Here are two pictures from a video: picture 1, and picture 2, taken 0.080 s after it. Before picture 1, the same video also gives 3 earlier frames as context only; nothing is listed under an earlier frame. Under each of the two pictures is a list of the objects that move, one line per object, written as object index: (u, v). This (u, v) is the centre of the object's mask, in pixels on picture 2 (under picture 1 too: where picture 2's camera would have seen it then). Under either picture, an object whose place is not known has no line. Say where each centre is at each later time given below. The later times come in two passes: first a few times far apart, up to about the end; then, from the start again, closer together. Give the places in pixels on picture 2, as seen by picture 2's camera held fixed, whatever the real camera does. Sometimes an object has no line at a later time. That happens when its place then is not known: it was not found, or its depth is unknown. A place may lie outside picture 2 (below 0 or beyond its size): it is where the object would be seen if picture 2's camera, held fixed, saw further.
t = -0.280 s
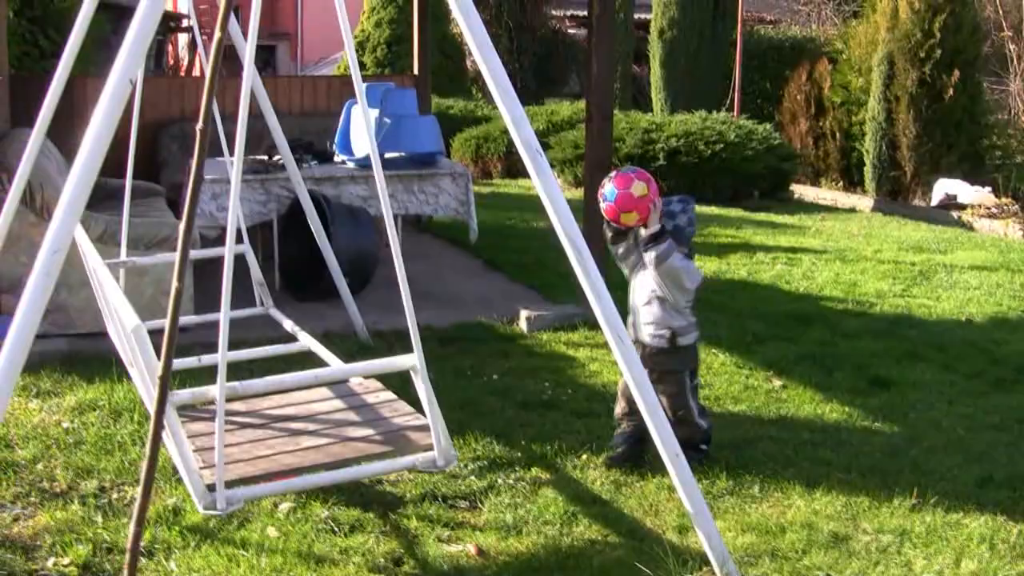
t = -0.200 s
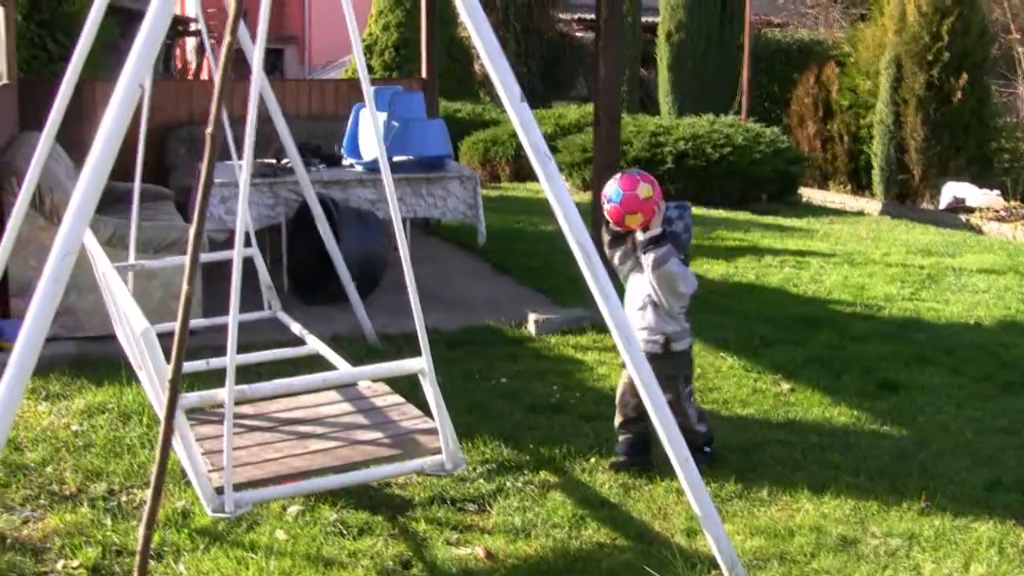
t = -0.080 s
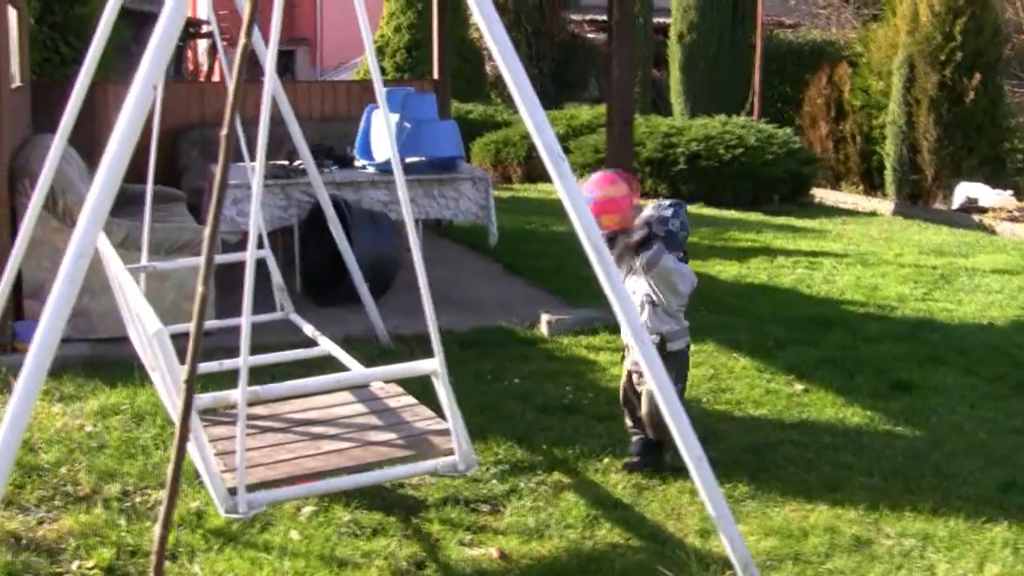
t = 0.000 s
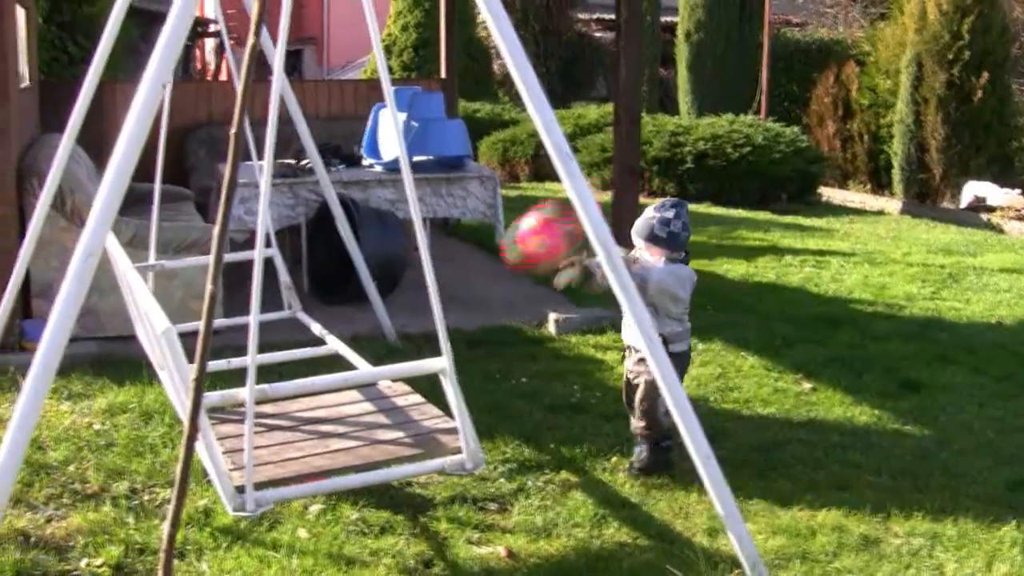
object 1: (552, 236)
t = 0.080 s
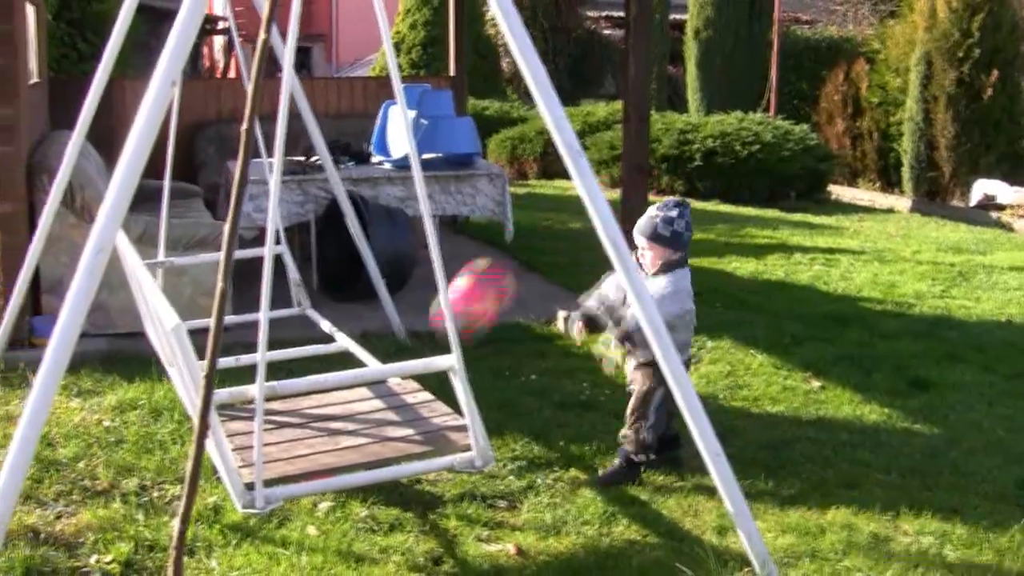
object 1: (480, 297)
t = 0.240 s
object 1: (438, 294)
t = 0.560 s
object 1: (503, 289)
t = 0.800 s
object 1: (534, 401)
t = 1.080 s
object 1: (548, 399)
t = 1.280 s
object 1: (560, 397)
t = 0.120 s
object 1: (433, 333)
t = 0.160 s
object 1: (419, 336)
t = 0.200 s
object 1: (422, 319)
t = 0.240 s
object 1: (438, 294)
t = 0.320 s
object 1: (464, 259)
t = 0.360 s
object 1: (468, 252)
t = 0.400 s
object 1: (473, 250)
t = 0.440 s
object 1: (480, 252)
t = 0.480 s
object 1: (487, 259)
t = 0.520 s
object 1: (494, 272)
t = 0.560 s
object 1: (503, 289)
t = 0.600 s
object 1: (510, 311)
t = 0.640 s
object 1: (517, 337)
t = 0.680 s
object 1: (522, 366)
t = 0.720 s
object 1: (527, 399)
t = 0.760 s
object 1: (532, 415)
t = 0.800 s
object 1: (534, 401)
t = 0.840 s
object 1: (537, 387)
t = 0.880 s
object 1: (539, 378)
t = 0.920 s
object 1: (541, 375)
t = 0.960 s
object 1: (542, 375)
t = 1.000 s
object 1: (544, 379)
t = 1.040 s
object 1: (546, 387)
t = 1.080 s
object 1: (548, 399)
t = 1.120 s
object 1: (551, 401)
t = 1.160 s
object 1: (553, 397)
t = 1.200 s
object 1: (556, 393)
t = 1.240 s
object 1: (558, 394)
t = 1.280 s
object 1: (560, 397)
